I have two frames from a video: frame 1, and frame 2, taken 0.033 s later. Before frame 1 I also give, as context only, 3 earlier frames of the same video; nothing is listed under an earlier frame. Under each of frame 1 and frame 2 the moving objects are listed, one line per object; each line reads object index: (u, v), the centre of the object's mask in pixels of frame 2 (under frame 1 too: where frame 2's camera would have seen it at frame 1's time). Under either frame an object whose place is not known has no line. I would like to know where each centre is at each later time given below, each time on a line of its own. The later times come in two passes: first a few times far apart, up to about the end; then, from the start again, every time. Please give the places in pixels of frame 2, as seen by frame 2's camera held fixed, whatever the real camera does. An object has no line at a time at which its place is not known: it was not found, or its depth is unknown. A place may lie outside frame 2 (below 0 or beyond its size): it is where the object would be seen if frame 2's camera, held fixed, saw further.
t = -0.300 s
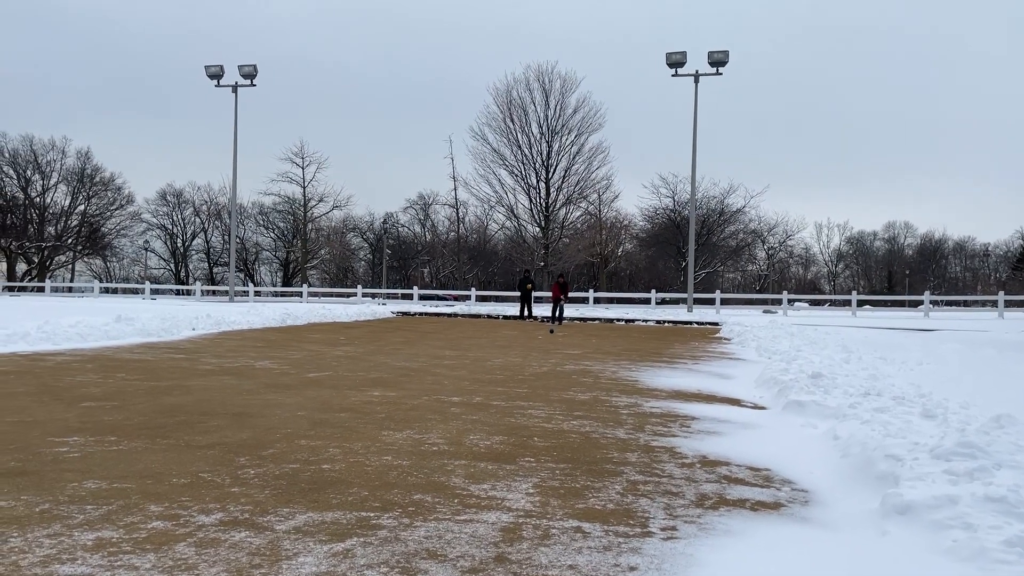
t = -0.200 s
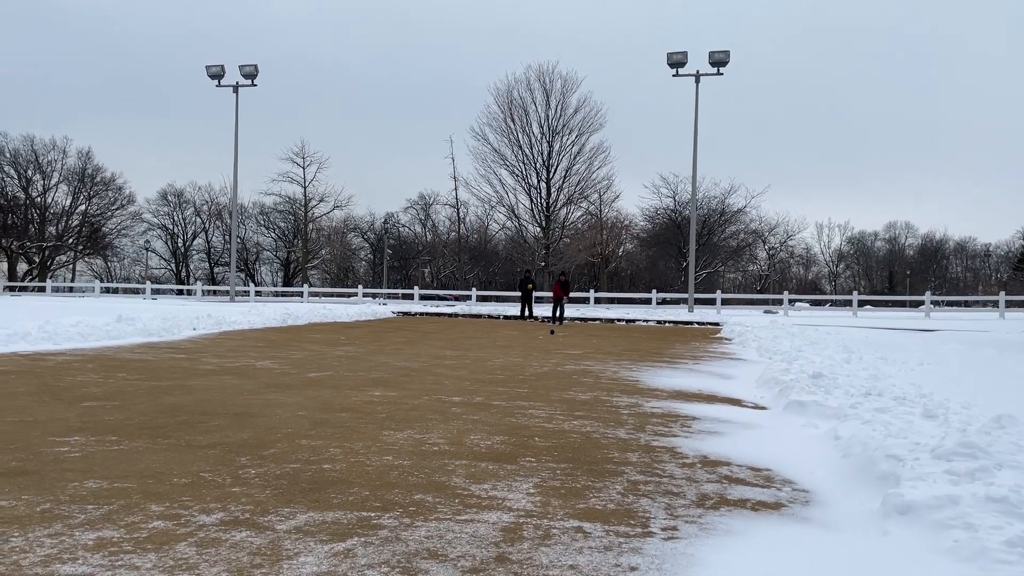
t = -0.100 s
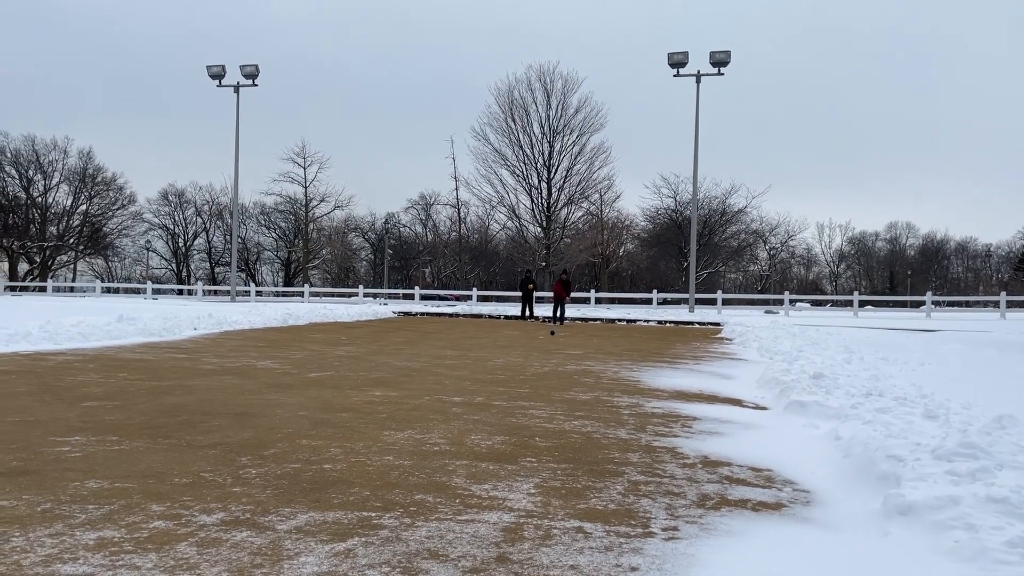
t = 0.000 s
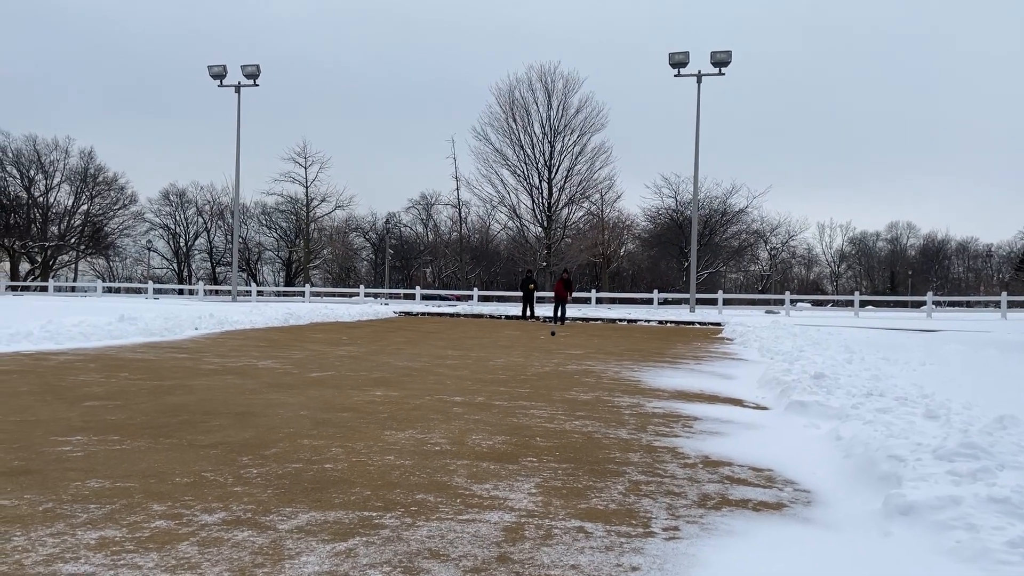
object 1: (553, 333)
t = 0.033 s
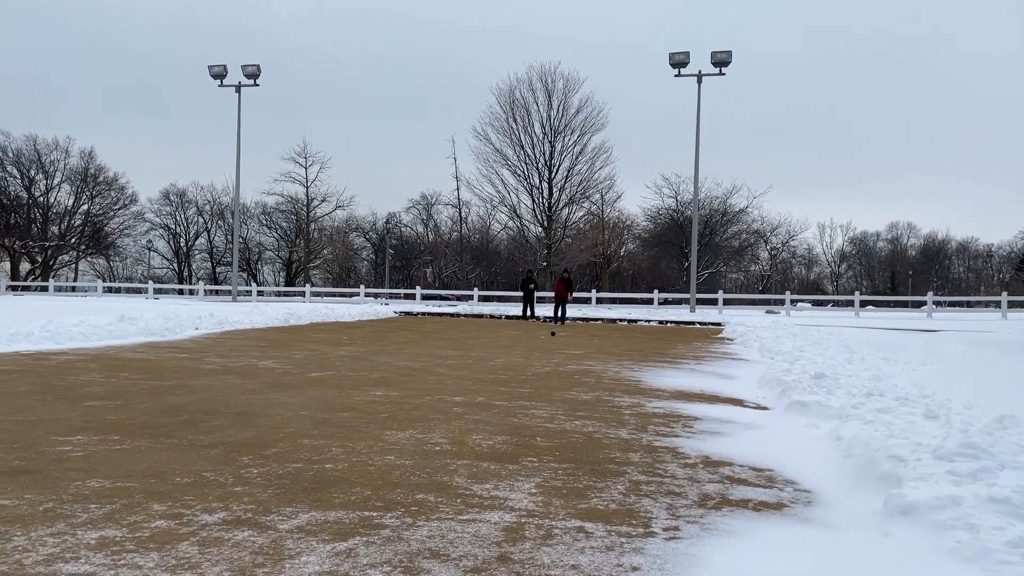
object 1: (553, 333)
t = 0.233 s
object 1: (552, 336)
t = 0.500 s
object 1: (551, 338)
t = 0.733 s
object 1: (550, 339)
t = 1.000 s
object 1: (547, 341)
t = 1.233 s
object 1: (545, 341)
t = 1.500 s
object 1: (541, 343)
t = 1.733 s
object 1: (537, 345)
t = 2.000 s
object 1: (531, 348)
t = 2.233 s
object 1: (525, 351)
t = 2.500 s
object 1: (518, 355)
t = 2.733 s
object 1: (510, 358)
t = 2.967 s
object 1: (502, 362)
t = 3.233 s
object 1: (492, 368)
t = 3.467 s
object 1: (482, 373)
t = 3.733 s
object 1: (468, 379)
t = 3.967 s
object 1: (454, 385)
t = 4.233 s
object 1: (436, 392)
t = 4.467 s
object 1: (416, 398)
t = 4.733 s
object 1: (389, 407)
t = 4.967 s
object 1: (362, 415)
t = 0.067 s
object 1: (553, 334)
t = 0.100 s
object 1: (553, 334)
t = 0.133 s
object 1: (553, 334)
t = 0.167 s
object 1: (552, 335)
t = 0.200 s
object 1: (552, 335)
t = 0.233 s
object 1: (552, 336)
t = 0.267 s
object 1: (552, 336)
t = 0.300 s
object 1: (552, 336)
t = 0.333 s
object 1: (552, 336)
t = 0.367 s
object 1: (552, 337)
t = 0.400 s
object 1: (552, 337)
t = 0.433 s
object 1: (552, 338)
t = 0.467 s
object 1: (551, 338)
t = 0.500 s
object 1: (551, 338)
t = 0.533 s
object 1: (551, 338)
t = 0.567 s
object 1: (551, 338)
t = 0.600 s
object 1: (550, 338)
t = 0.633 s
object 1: (550, 338)
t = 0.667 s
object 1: (550, 338)
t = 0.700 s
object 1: (550, 339)
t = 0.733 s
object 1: (550, 339)
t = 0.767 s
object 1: (549, 339)
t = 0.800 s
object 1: (549, 339)
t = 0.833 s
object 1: (549, 339)
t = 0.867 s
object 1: (549, 340)
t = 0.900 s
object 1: (548, 340)
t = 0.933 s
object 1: (548, 340)
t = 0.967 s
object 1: (548, 340)
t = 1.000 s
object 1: (547, 341)
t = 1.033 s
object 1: (547, 341)
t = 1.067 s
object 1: (547, 341)
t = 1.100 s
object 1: (546, 341)
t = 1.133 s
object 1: (546, 341)
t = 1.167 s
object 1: (545, 341)
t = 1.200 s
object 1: (545, 341)
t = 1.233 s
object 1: (545, 341)
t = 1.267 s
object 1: (544, 341)
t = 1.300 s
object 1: (543, 341)
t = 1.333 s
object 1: (543, 342)
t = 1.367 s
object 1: (543, 342)
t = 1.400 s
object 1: (542, 342)
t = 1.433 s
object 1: (542, 342)
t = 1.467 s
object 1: (541, 343)
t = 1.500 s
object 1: (541, 343)
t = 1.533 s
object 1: (540, 343)
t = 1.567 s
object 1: (540, 343)
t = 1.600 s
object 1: (539, 344)
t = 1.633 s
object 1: (538, 344)
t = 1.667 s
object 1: (538, 344)
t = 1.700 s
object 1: (537, 344)
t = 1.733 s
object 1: (537, 345)
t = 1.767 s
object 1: (536, 345)
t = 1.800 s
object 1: (535, 345)
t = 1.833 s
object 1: (535, 346)
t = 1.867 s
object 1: (534, 346)
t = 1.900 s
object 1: (533, 346)
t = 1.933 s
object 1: (532, 347)
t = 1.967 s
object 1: (532, 347)
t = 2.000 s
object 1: (531, 348)
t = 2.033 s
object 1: (530, 348)
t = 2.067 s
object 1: (529, 348)
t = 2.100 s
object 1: (528, 349)
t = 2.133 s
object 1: (528, 349)
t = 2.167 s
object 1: (527, 350)
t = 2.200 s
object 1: (526, 350)
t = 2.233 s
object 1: (525, 351)
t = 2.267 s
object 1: (524, 351)
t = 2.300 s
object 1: (523, 352)
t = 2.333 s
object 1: (523, 353)
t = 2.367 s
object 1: (522, 353)
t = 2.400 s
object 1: (521, 353)
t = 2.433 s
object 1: (520, 354)
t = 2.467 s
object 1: (519, 354)
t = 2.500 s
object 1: (518, 355)
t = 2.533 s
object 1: (517, 355)
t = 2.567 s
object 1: (515, 356)
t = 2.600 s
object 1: (514, 356)
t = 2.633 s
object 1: (513, 356)
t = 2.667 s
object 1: (512, 357)
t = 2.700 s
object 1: (511, 357)
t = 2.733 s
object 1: (510, 358)
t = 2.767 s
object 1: (509, 358)
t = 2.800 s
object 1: (508, 359)
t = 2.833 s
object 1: (507, 360)
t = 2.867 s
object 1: (506, 360)
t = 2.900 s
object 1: (505, 361)
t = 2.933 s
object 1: (504, 362)
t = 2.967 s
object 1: (502, 362)
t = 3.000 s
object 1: (501, 363)
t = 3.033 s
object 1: (500, 363)
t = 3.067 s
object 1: (499, 364)
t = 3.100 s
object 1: (497, 365)
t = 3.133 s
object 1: (496, 366)
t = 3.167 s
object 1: (495, 366)
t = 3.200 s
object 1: (493, 367)
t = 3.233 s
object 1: (492, 368)
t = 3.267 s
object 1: (491, 369)
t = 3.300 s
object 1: (489, 369)
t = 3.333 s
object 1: (488, 370)
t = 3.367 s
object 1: (486, 371)
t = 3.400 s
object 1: (485, 372)
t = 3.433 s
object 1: (483, 372)
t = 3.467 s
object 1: (482, 373)
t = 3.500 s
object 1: (480, 374)
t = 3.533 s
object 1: (479, 375)
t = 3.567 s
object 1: (477, 375)
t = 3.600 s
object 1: (475, 376)
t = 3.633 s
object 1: (473, 377)
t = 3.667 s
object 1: (472, 378)
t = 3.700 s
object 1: (470, 378)
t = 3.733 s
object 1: (468, 379)
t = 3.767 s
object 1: (466, 380)
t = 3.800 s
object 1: (464, 381)
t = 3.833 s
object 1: (462, 382)
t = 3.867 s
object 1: (460, 383)
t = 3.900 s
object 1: (458, 384)
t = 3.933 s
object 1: (456, 384)
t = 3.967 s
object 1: (454, 385)
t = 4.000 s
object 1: (452, 386)
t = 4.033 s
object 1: (450, 387)
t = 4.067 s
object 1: (448, 388)
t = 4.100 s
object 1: (445, 388)
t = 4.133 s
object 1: (443, 389)
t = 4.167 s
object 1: (441, 390)
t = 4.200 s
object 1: (438, 391)
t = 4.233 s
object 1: (436, 392)
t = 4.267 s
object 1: (433, 392)
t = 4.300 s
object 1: (430, 393)
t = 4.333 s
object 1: (428, 394)
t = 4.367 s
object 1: (425, 395)
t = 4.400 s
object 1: (422, 396)
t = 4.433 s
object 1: (419, 397)
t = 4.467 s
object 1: (416, 398)
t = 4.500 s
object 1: (413, 399)
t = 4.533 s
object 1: (410, 400)
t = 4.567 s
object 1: (406, 401)
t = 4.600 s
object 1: (403, 402)
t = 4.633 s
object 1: (400, 403)
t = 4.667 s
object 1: (396, 405)
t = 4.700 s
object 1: (393, 406)
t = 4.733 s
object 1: (389, 407)
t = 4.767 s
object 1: (386, 408)
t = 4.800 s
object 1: (382, 409)
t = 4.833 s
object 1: (378, 410)
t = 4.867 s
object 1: (374, 411)
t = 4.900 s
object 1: (370, 413)
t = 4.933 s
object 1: (366, 414)
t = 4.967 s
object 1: (362, 415)
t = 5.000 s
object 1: (358, 416)
